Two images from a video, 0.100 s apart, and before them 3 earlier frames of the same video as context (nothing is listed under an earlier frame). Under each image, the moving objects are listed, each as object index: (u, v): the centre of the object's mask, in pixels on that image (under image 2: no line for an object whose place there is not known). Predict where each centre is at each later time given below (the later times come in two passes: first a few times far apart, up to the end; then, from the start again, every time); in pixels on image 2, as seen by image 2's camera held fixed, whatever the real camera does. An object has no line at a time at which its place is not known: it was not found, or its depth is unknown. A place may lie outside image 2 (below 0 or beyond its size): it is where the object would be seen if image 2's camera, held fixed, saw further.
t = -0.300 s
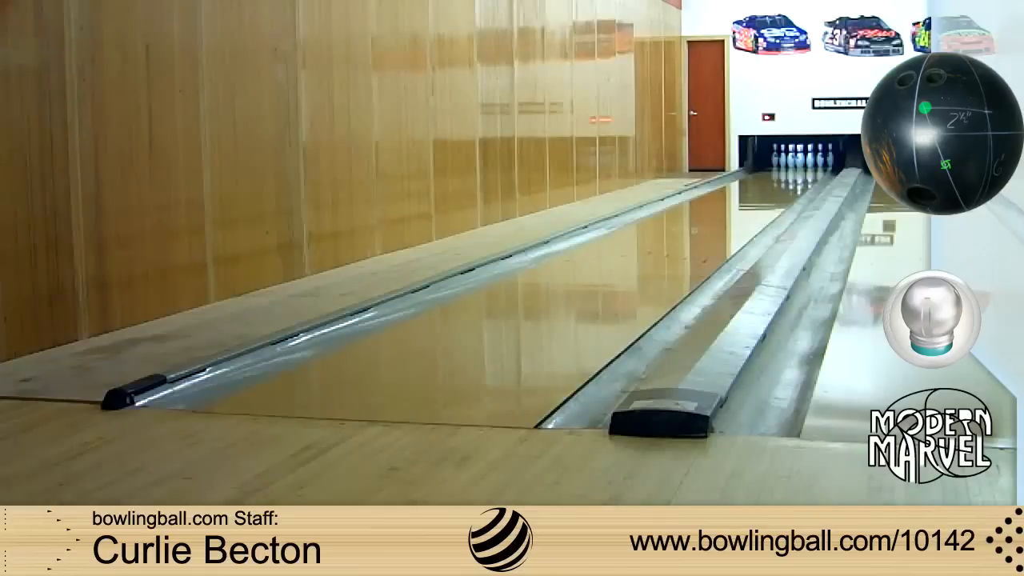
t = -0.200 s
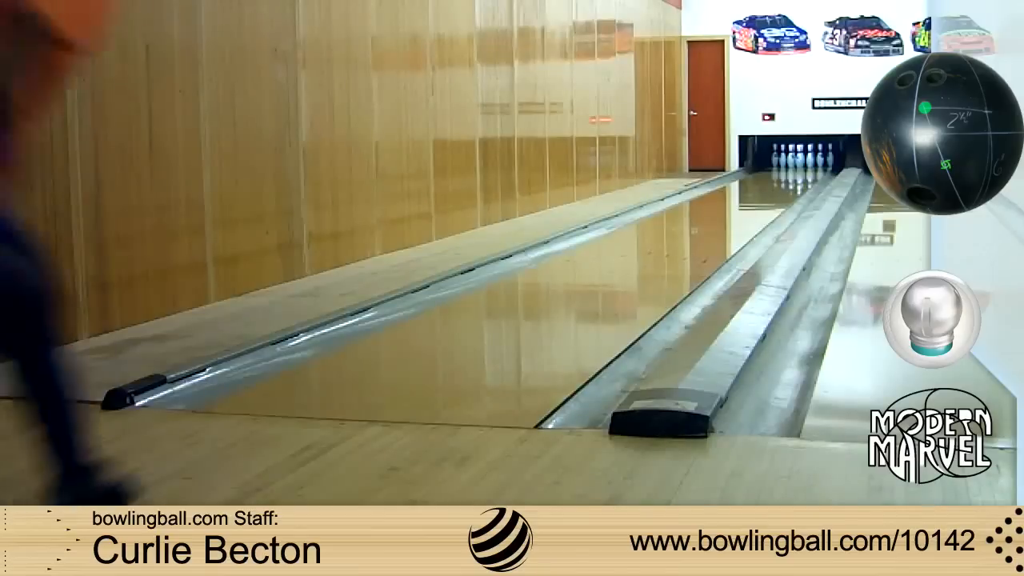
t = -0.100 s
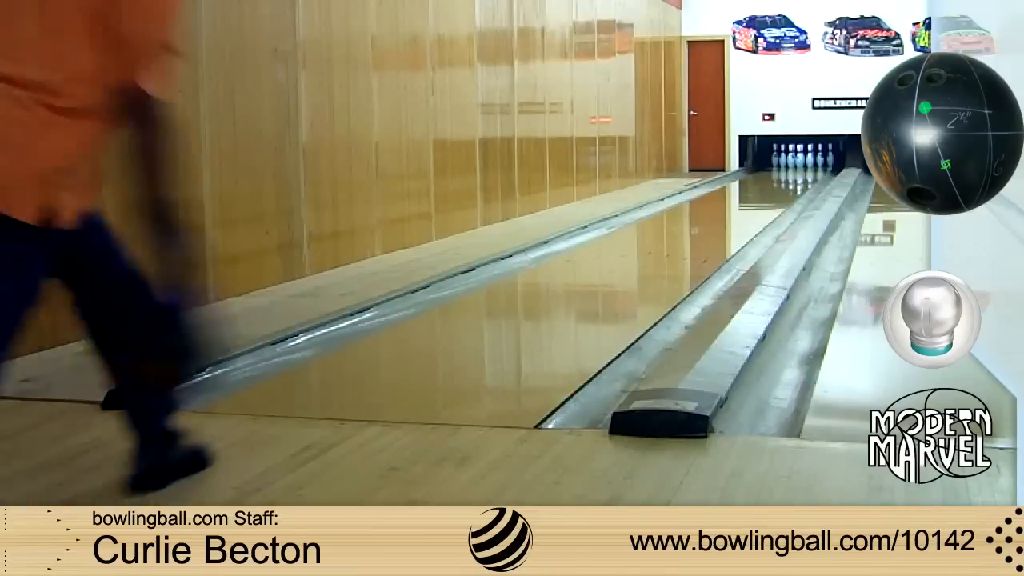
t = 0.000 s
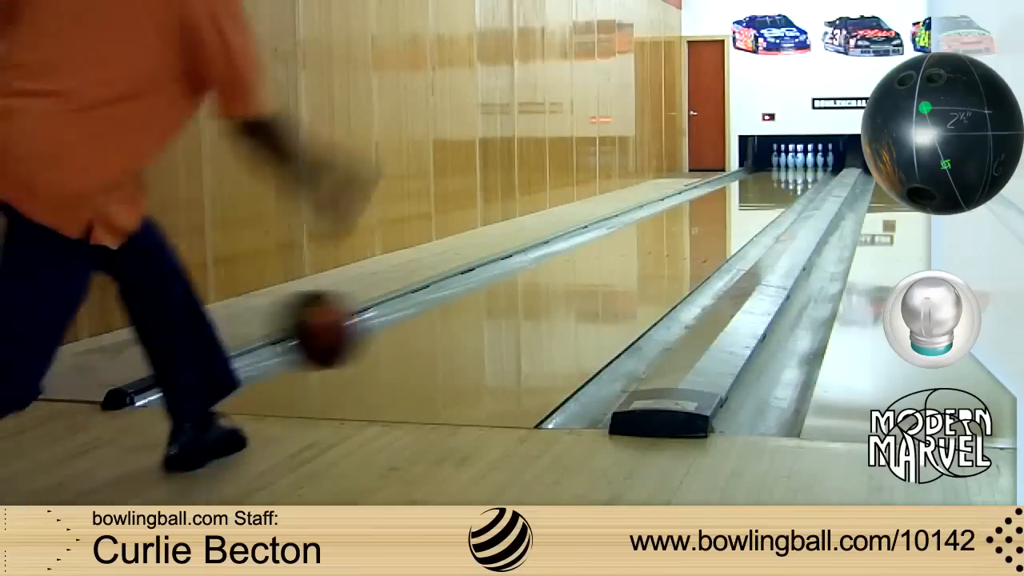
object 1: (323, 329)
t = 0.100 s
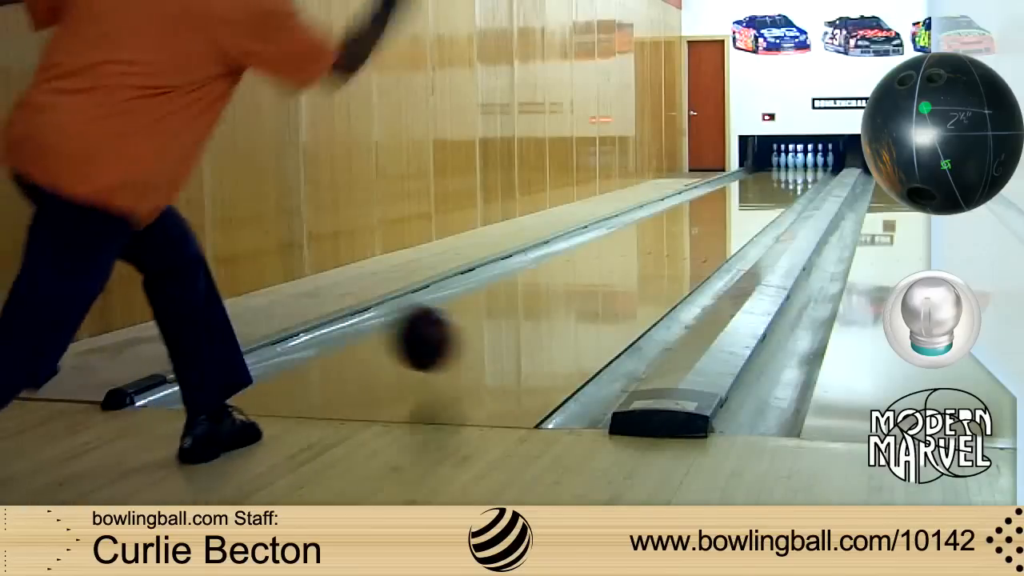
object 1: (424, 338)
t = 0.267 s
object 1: (534, 303)
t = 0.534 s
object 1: (637, 254)
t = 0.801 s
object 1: (694, 225)
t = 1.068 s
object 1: (731, 206)
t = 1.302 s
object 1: (754, 195)
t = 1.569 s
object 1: (773, 185)
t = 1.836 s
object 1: (787, 177)
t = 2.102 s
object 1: (797, 171)
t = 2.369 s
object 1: (801, 166)
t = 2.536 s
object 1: (802, 164)
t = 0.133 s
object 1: (453, 342)
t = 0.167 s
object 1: (476, 327)
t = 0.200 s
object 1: (498, 317)
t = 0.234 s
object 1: (516, 310)
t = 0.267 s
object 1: (534, 303)
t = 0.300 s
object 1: (551, 296)
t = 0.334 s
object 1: (566, 289)
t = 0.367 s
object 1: (580, 282)
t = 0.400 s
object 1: (593, 275)
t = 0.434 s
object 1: (606, 269)
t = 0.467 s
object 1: (616, 264)
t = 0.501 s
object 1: (627, 259)
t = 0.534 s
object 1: (637, 254)
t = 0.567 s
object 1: (645, 250)
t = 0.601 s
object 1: (653, 246)
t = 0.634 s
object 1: (661, 241)
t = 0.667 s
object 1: (669, 238)
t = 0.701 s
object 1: (676, 234)
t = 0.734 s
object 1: (682, 231)
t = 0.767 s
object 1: (688, 228)
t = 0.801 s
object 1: (694, 225)
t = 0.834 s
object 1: (699, 223)
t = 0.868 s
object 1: (704, 220)
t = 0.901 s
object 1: (709, 217)
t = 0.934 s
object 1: (714, 215)
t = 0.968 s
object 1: (719, 213)
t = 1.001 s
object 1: (724, 210)
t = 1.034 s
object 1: (728, 208)
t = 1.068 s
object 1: (731, 206)
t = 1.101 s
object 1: (735, 204)
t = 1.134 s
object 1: (739, 203)
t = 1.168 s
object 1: (742, 201)
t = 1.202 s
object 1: (745, 199)
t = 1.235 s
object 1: (749, 198)
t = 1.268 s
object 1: (751, 196)
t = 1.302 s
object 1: (754, 195)
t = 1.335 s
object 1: (757, 194)
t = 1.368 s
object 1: (760, 192)
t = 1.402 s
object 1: (763, 190)
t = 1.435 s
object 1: (765, 189)
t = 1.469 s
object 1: (767, 188)
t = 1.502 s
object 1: (769, 187)
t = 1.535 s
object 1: (772, 186)
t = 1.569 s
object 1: (773, 185)
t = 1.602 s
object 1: (775, 184)
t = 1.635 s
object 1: (777, 183)
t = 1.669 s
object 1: (779, 182)
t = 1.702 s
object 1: (782, 181)
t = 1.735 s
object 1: (783, 180)
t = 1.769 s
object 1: (784, 179)
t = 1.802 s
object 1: (786, 178)
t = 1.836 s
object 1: (787, 177)
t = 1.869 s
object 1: (789, 176)
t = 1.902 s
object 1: (790, 175)
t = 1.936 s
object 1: (792, 174)
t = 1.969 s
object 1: (793, 174)
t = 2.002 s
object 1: (794, 173)
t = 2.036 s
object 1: (795, 172)
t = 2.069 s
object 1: (797, 172)
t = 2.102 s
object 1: (797, 171)
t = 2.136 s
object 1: (798, 170)
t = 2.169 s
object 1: (798, 170)
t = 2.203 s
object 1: (799, 169)
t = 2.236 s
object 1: (799, 168)
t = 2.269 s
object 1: (799, 168)
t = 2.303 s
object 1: (800, 167)
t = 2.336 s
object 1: (800, 166)
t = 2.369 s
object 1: (801, 166)
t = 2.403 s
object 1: (802, 165)
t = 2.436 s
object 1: (802, 165)
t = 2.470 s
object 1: (801, 165)
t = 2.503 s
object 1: (801, 164)
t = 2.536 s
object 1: (802, 164)
